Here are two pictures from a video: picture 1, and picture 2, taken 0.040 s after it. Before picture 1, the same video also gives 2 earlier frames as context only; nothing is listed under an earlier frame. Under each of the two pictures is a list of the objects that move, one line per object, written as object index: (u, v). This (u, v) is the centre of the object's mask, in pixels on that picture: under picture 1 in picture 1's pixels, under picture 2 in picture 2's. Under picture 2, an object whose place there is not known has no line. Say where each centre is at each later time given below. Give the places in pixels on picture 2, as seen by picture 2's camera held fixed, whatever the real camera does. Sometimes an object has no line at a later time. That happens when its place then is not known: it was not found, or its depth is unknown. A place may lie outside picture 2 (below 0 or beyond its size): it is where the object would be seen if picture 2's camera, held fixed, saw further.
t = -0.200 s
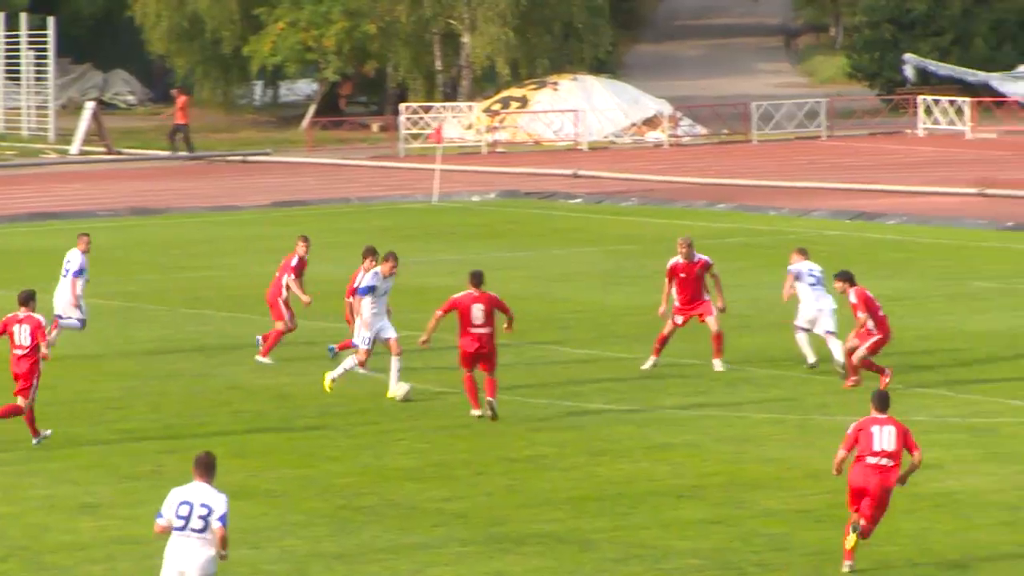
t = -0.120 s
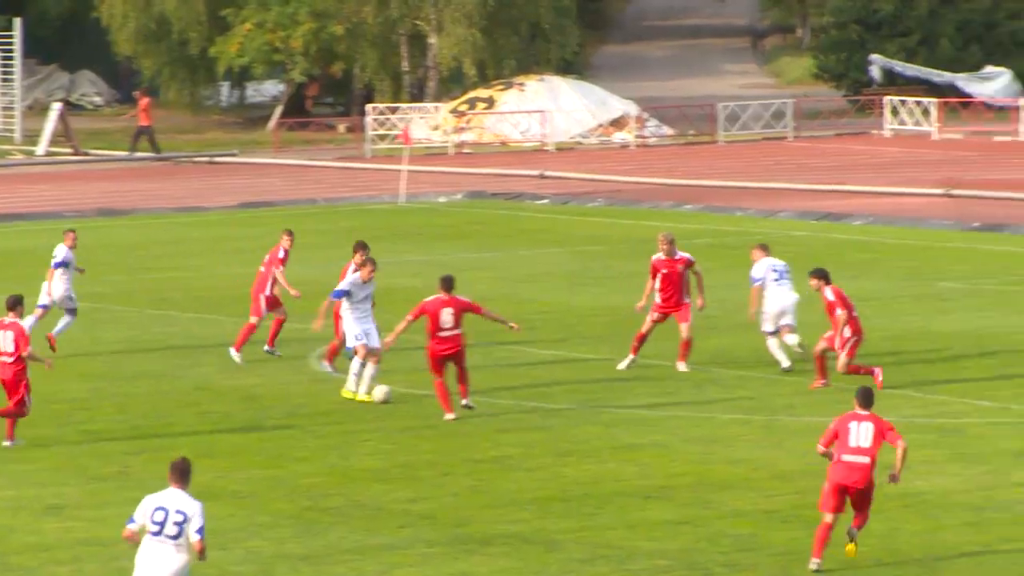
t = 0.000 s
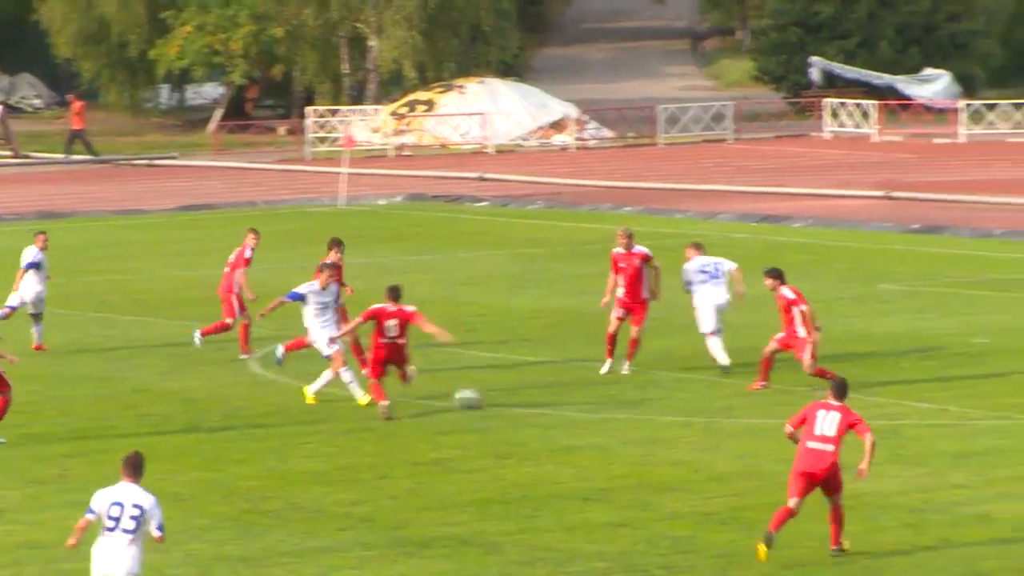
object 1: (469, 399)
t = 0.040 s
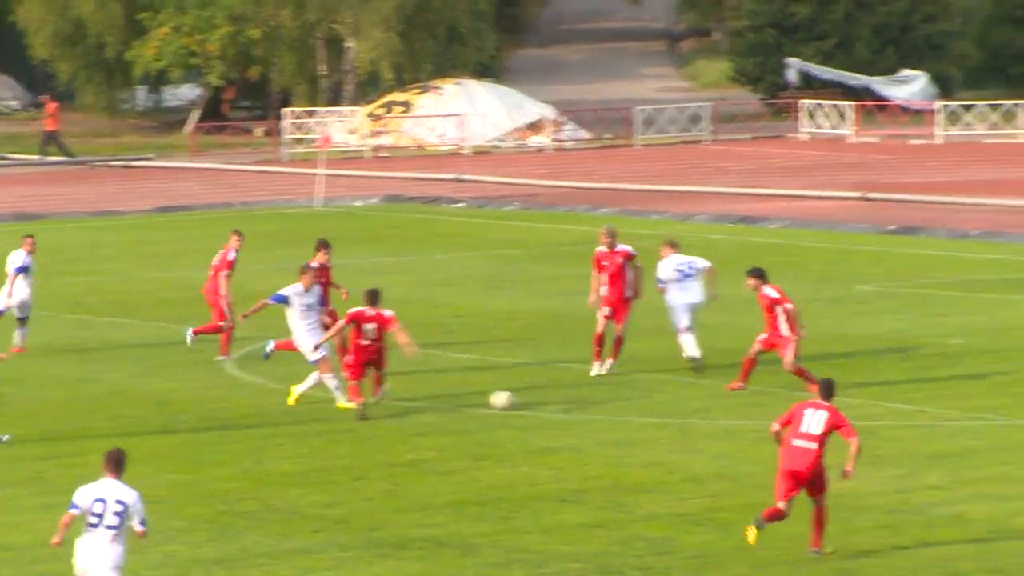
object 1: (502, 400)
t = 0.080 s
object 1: (558, 402)
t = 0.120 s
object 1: (613, 403)
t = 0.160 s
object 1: (666, 403)
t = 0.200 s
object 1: (719, 403)
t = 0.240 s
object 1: (771, 404)
